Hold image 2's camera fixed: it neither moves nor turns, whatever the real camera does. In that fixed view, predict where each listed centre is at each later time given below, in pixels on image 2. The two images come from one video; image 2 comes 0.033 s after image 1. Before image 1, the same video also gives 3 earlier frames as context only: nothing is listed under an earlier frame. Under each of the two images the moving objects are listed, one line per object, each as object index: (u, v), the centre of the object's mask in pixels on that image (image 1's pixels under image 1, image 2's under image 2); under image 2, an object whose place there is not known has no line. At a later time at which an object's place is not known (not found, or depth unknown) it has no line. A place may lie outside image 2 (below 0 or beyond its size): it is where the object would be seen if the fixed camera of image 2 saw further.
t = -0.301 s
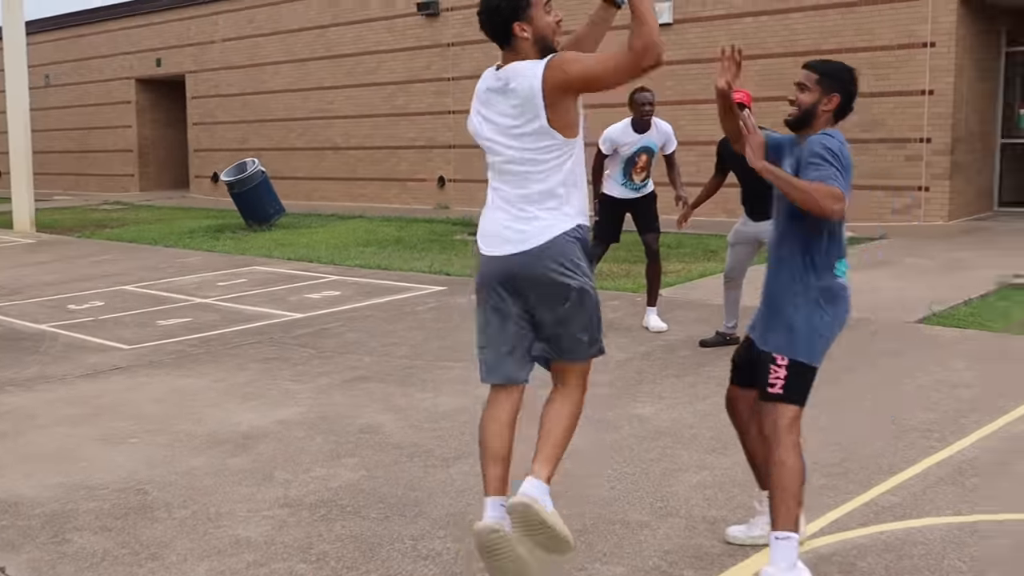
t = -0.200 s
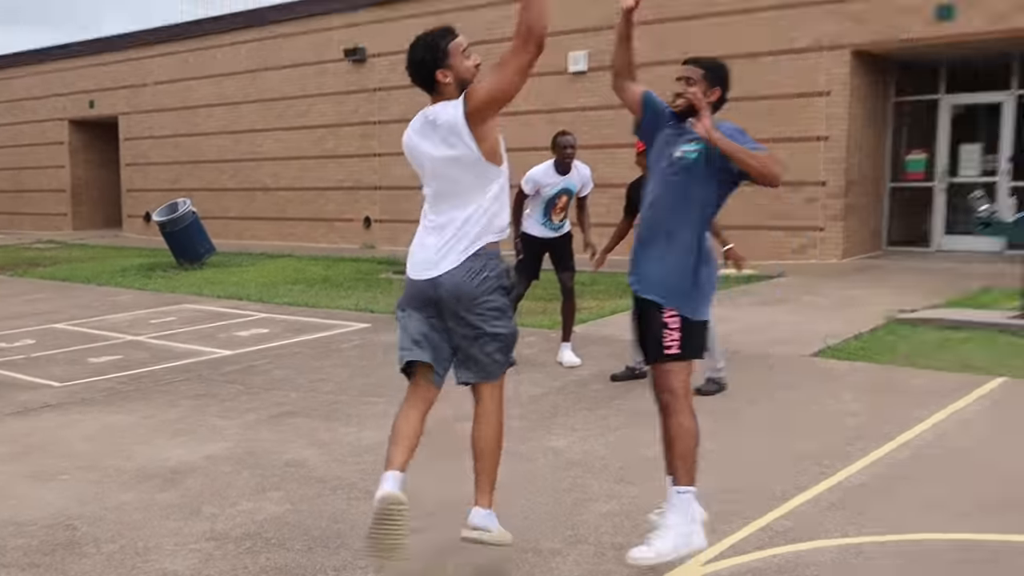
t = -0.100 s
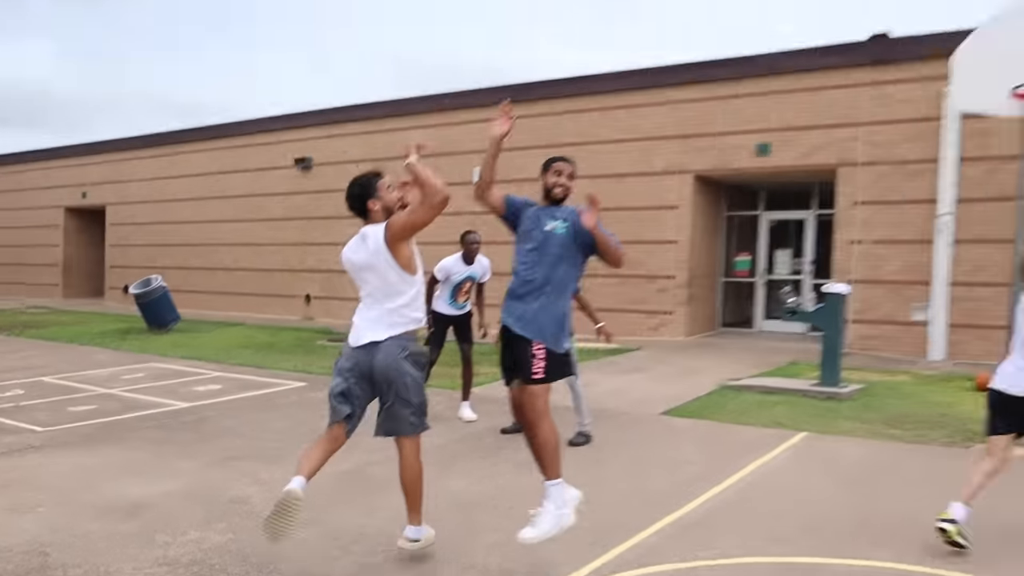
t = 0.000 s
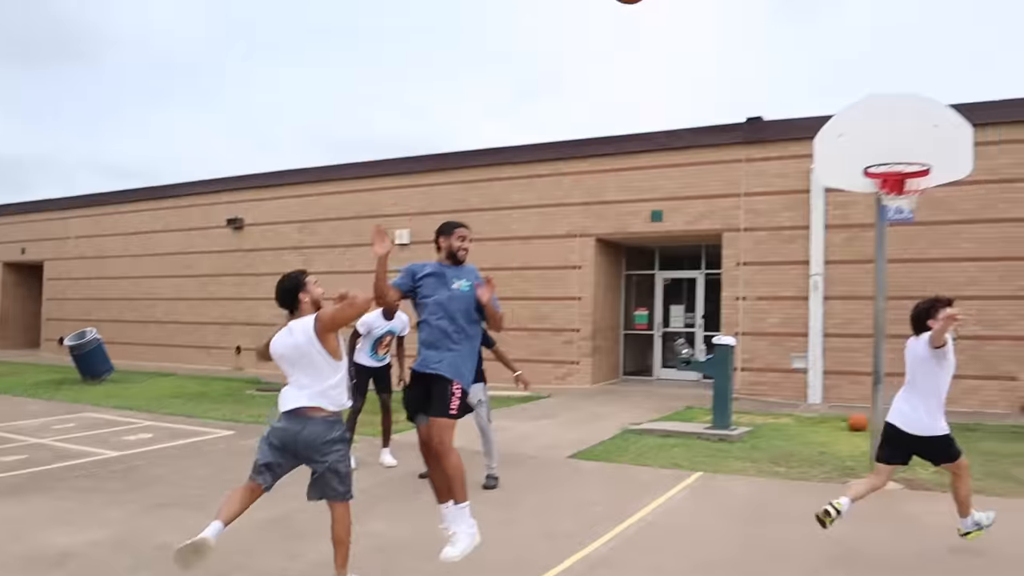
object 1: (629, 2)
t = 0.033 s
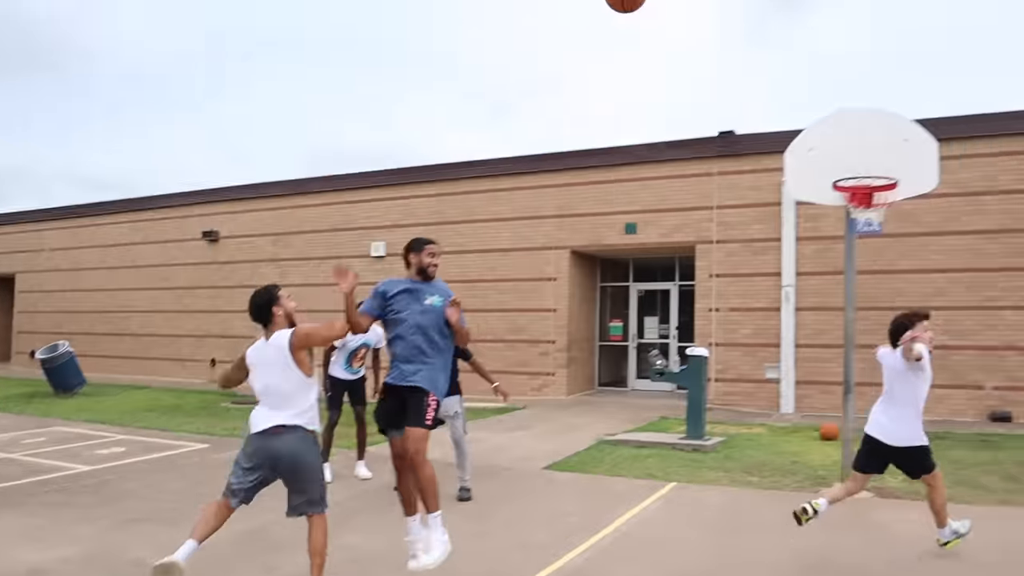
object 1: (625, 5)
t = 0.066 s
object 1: (644, -2)
